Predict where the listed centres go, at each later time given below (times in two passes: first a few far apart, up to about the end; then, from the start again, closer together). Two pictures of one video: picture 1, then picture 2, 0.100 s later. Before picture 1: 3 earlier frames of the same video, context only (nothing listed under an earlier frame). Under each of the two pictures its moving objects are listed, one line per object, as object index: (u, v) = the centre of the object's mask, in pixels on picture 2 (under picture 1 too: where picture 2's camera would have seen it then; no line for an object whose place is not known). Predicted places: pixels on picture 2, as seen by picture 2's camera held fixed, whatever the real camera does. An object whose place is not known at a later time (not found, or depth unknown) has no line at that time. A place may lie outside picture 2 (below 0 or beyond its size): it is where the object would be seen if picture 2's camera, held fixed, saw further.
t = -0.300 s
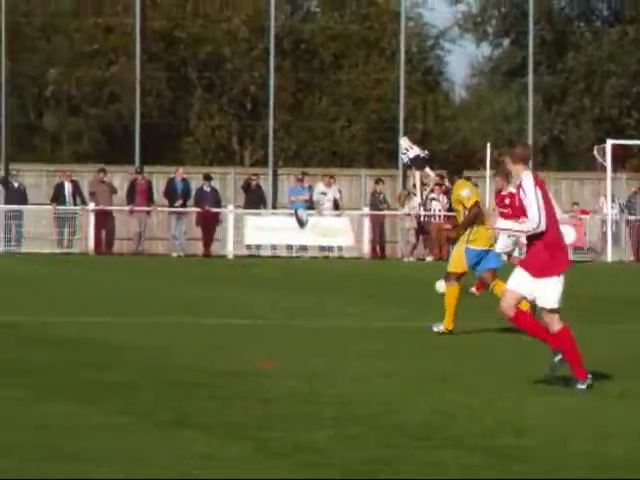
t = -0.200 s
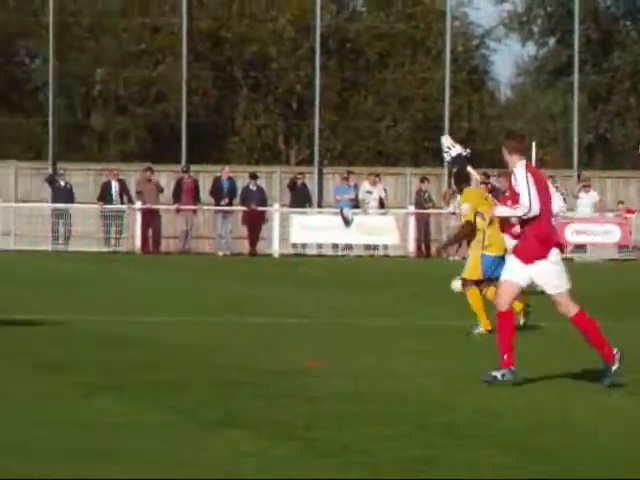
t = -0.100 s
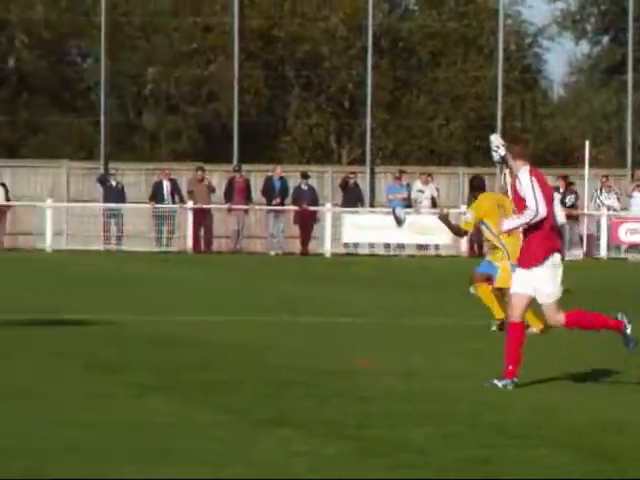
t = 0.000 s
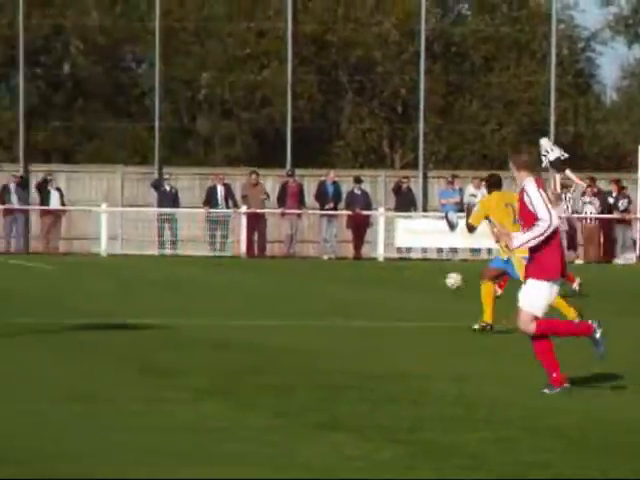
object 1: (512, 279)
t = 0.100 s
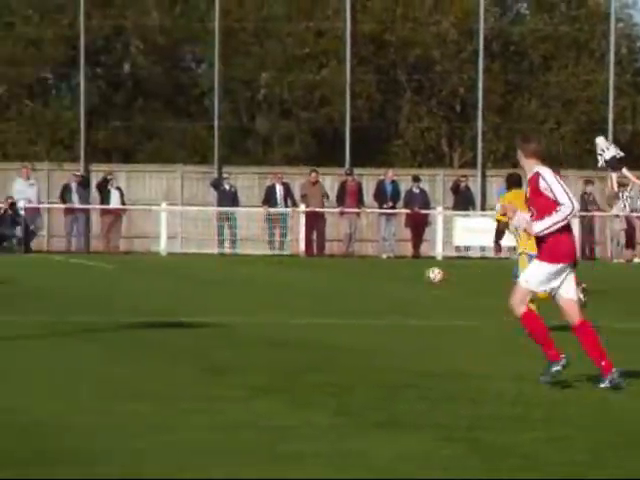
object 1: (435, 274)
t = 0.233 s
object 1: (331, 282)
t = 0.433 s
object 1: (196, 281)
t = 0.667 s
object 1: (52, 276)
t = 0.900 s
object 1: (-86, 288)
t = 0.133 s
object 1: (409, 274)
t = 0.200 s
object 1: (357, 279)
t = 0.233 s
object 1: (331, 282)
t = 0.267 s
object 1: (306, 287)
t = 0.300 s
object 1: (282, 287)
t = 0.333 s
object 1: (260, 284)
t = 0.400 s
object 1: (217, 281)
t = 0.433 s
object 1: (196, 281)
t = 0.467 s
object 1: (175, 282)
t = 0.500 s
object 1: (153, 283)
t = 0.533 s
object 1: (132, 287)
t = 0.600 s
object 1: (91, 283)
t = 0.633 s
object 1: (72, 279)
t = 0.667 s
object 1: (52, 276)
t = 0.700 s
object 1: (33, 275)
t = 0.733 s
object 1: (13, 274)
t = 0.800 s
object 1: (-26, 277)
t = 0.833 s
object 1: (-47, 279)
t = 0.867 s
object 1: (-66, 283)
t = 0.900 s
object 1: (-86, 288)
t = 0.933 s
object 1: (-106, 289)
